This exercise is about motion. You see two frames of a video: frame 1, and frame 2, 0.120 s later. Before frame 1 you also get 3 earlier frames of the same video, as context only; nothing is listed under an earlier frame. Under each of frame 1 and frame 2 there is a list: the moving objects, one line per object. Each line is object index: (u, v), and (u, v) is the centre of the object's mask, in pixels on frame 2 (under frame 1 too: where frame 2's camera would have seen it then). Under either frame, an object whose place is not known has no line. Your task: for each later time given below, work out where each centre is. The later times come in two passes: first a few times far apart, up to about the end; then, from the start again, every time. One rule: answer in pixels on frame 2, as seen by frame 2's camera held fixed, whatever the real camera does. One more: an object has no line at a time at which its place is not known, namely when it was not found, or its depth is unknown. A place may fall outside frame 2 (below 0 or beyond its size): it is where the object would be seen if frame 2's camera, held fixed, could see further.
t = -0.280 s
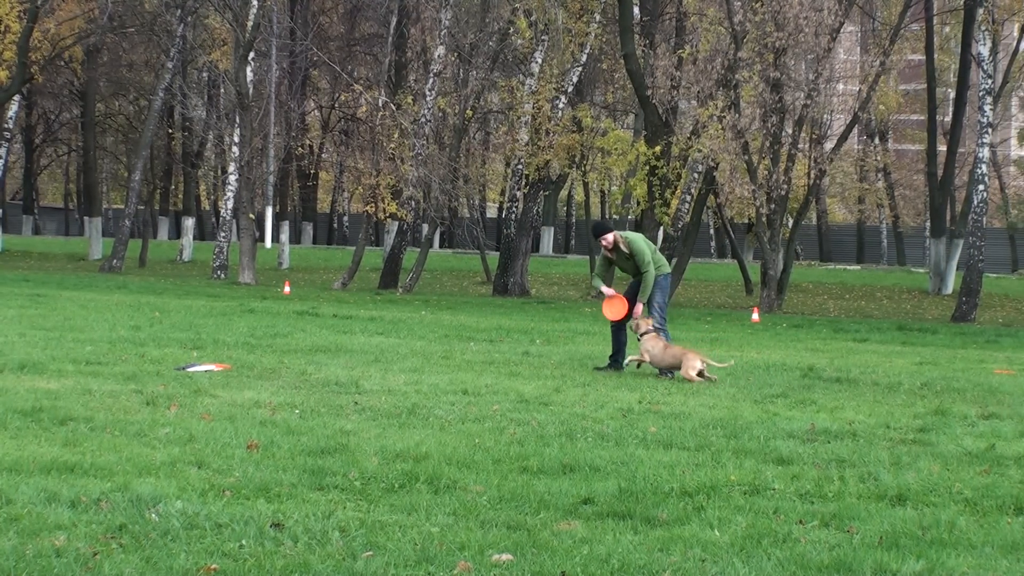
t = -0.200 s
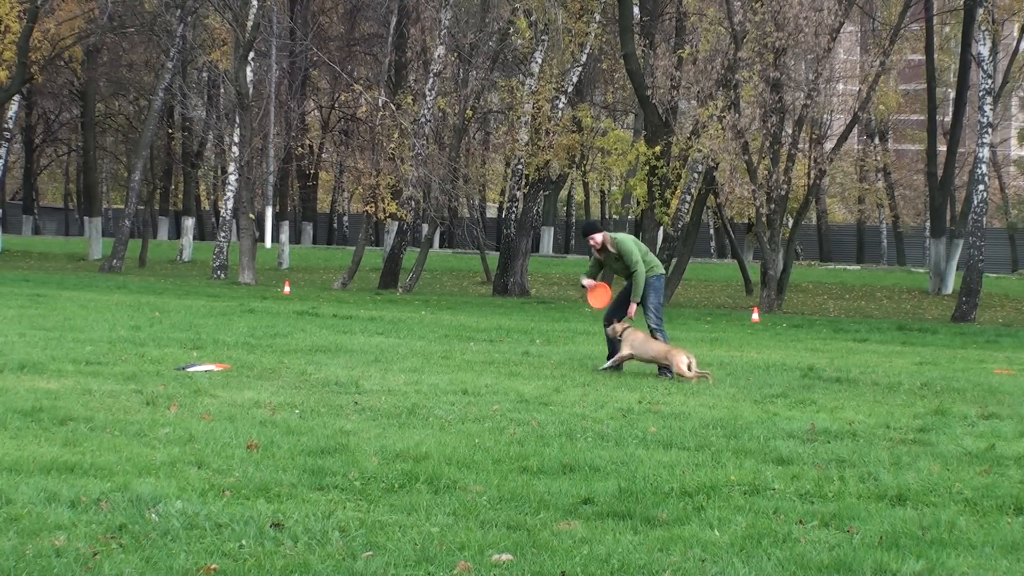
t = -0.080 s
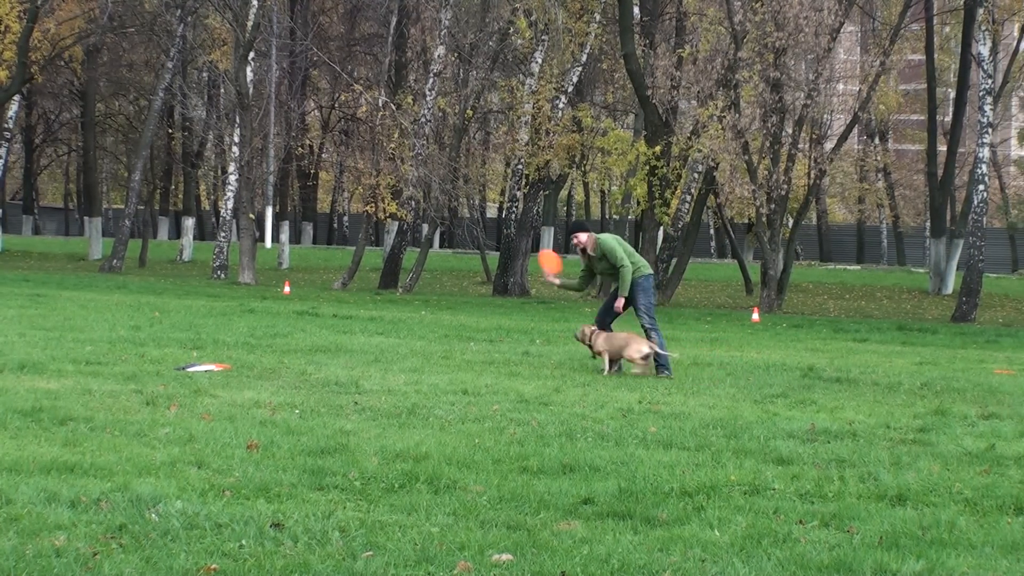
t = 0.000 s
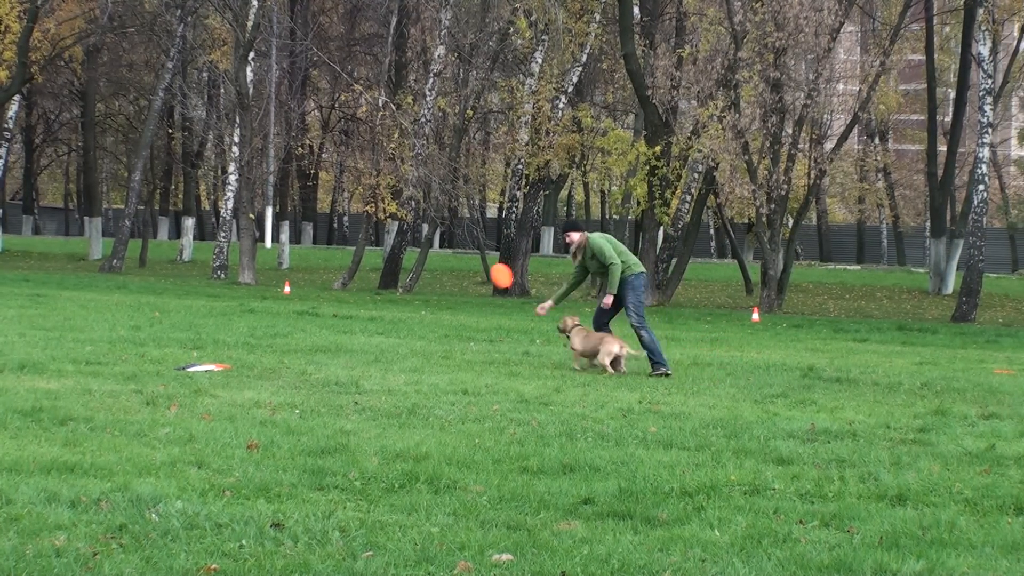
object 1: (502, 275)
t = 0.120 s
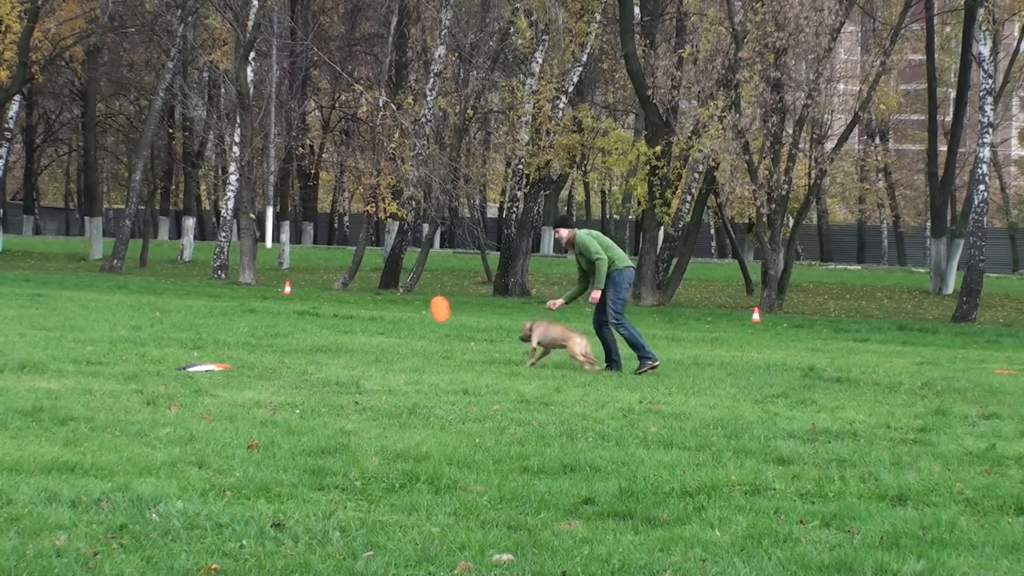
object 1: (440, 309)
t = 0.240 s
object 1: (386, 344)
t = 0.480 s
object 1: (311, 327)
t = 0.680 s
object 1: (260, 330)
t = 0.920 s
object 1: (210, 325)
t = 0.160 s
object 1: (422, 322)
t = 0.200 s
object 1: (404, 336)
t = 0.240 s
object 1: (386, 344)
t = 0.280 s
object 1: (373, 340)
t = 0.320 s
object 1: (360, 335)
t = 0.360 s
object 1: (347, 331)
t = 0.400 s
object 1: (335, 328)
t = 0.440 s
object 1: (323, 327)
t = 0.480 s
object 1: (311, 327)
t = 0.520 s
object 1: (301, 328)
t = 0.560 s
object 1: (290, 331)
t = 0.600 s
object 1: (280, 333)
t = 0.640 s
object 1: (270, 332)
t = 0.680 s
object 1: (260, 330)
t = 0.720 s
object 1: (251, 327)
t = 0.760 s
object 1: (242, 326)
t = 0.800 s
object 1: (234, 326)
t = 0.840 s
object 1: (226, 324)
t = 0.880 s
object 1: (218, 325)
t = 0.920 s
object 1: (210, 325)
